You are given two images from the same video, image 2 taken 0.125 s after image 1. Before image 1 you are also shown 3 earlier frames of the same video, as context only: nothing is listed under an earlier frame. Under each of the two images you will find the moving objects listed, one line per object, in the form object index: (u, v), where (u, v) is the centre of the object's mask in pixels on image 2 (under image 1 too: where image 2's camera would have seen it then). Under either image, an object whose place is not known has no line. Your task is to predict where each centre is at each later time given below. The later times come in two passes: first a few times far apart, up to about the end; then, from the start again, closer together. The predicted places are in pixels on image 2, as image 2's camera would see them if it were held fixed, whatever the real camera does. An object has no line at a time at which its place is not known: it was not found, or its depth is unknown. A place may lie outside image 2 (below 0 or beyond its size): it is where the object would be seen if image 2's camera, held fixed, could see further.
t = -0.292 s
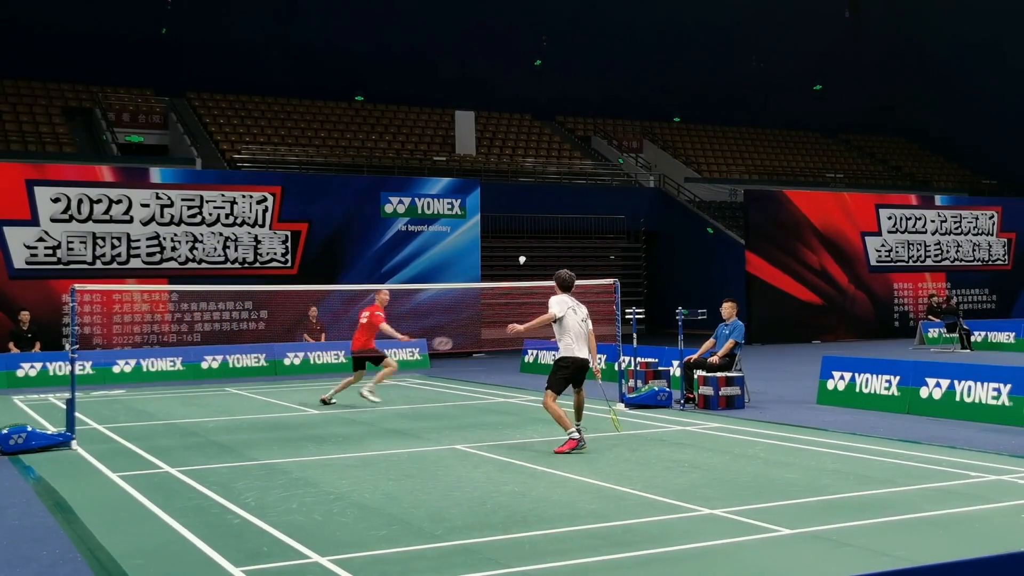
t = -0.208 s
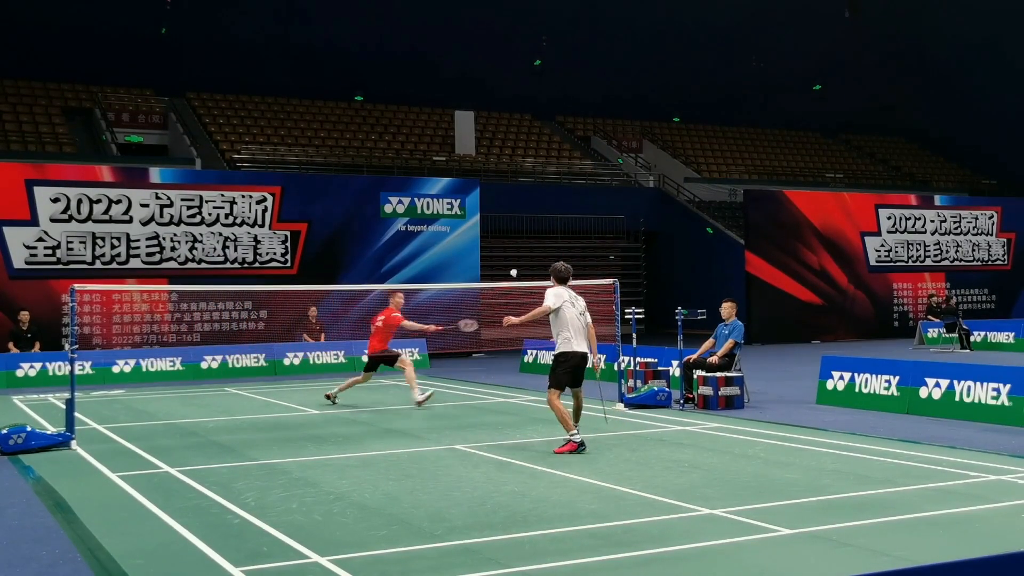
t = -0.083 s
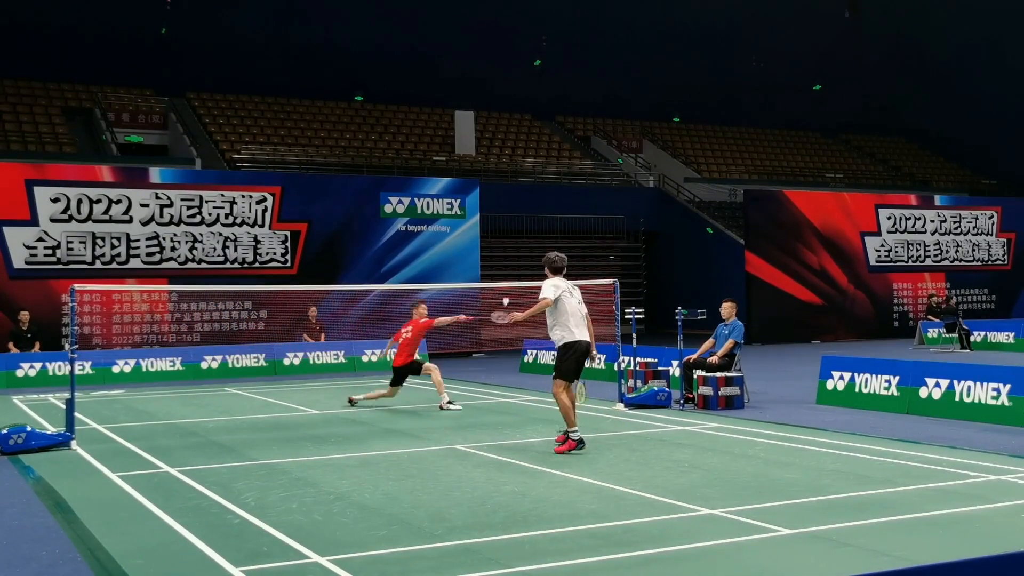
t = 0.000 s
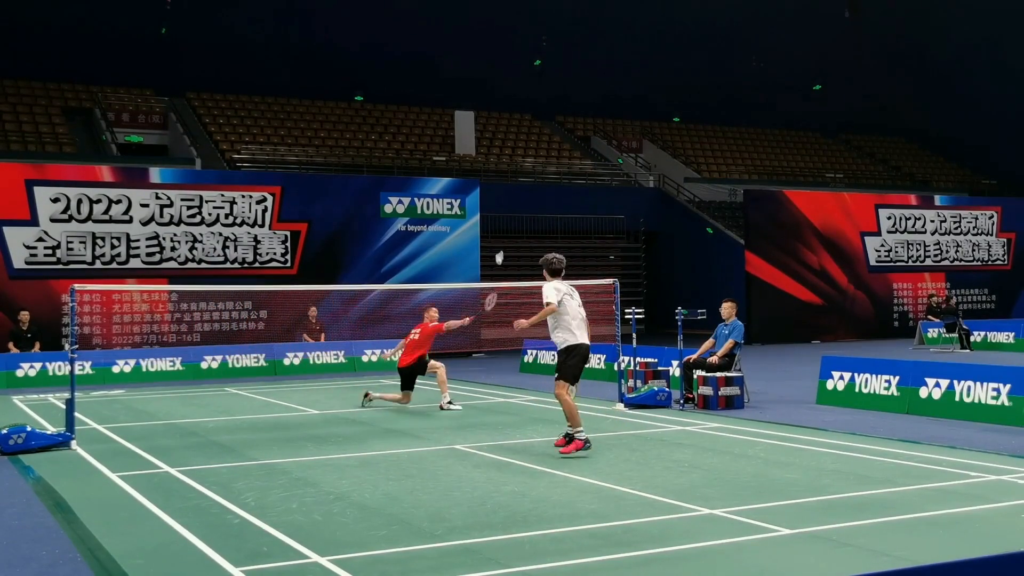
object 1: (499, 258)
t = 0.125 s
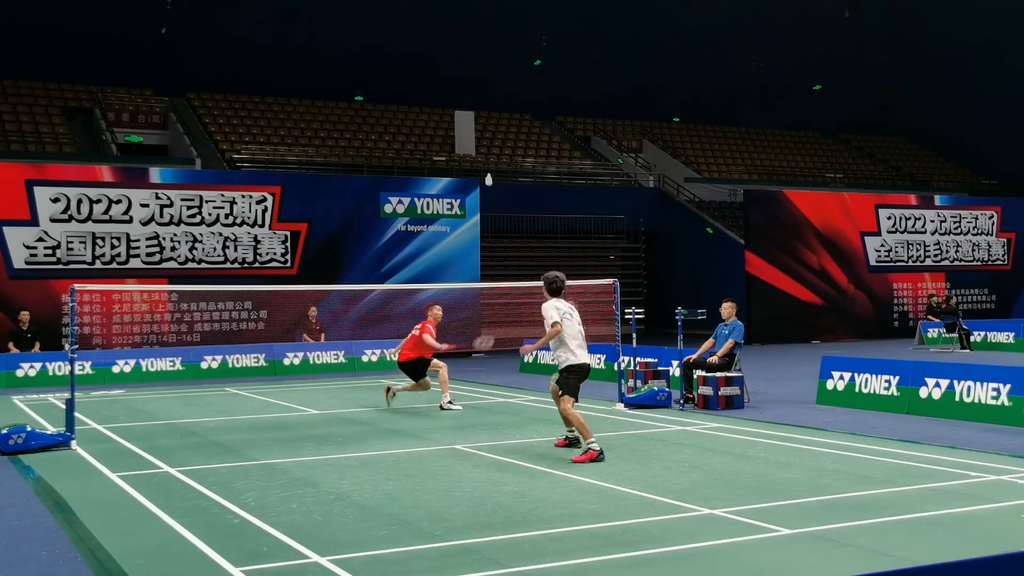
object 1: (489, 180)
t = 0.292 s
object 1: (476, 118)
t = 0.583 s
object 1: (451, 66)
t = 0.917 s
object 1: (421, 129)
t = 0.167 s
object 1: (486, 164)
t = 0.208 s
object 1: (483, 149)
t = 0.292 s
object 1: (476, 118)
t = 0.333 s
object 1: (472, 103)
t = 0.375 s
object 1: (468, 90)
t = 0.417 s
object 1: (465, 83)
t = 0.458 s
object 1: (462, 77)
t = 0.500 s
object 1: (458, 70)
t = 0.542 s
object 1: (455, 67)
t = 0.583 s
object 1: (451, 66)
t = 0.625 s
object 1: (447, 66)
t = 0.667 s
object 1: (444, 69)
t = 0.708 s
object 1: (441, 72)
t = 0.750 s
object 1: (436, 80)
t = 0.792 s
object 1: (433, 87)
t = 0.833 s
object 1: (428, 100)
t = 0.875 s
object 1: (424, 117)
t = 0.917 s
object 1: (421, 129)
